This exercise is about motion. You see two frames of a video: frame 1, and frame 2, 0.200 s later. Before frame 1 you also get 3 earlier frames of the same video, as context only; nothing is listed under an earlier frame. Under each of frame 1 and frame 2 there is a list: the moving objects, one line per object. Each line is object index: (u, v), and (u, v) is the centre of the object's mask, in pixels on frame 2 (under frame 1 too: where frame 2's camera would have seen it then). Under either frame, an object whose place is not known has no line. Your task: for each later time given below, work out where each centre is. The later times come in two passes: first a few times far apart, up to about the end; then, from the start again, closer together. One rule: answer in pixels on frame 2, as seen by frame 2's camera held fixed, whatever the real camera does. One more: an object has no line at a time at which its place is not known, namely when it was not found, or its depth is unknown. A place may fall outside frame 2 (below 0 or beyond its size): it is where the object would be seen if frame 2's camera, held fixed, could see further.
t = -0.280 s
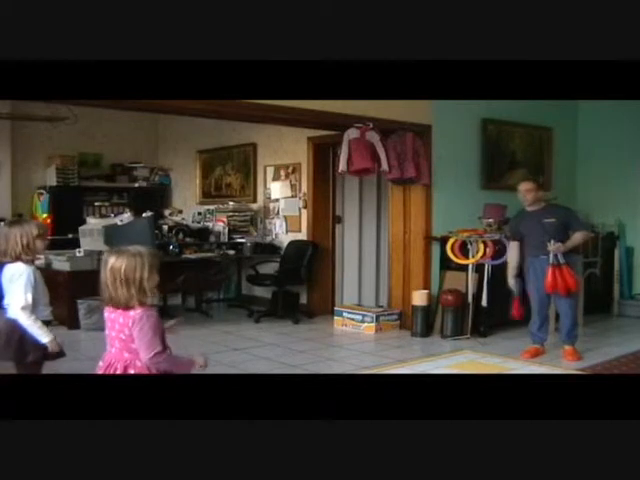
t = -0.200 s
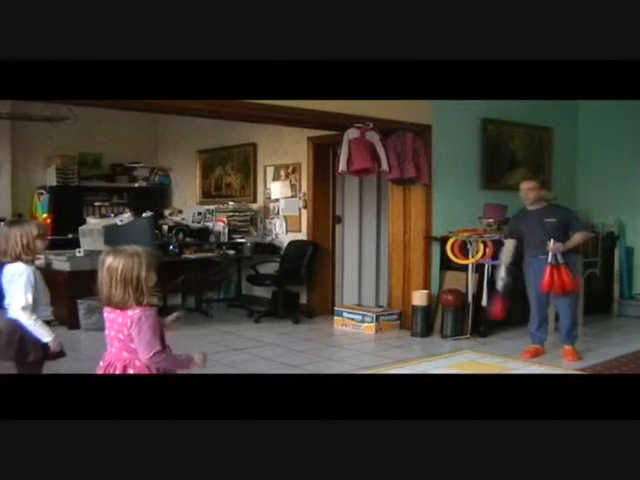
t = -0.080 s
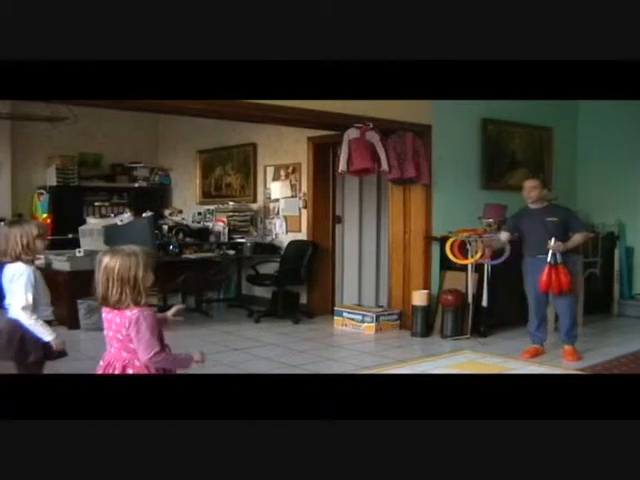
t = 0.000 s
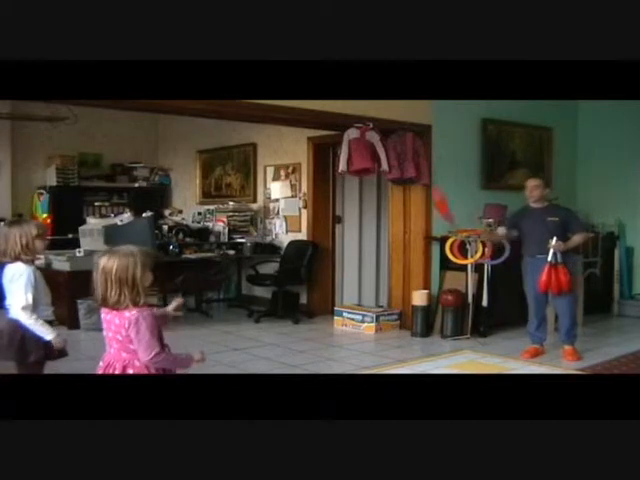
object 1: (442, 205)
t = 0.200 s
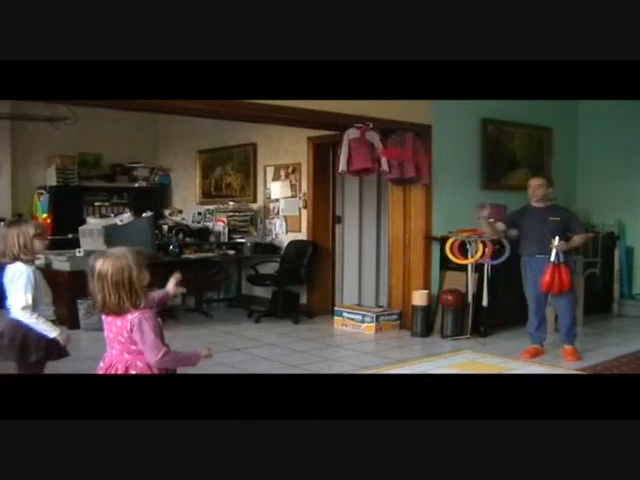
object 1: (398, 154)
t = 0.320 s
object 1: (331, 148)
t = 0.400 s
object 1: (286, 148)
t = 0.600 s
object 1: (165, 179)
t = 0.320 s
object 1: (331, 148)
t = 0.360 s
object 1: (310, 147)
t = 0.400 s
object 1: (286, 148)
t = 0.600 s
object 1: (165, 179)
